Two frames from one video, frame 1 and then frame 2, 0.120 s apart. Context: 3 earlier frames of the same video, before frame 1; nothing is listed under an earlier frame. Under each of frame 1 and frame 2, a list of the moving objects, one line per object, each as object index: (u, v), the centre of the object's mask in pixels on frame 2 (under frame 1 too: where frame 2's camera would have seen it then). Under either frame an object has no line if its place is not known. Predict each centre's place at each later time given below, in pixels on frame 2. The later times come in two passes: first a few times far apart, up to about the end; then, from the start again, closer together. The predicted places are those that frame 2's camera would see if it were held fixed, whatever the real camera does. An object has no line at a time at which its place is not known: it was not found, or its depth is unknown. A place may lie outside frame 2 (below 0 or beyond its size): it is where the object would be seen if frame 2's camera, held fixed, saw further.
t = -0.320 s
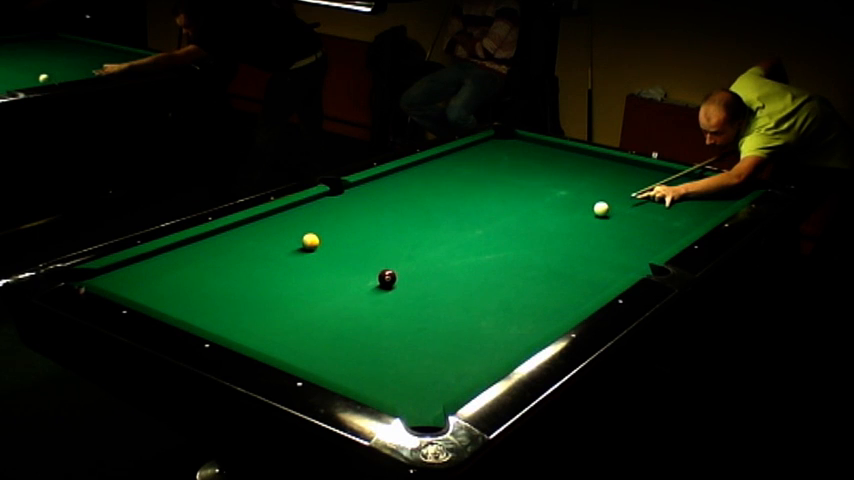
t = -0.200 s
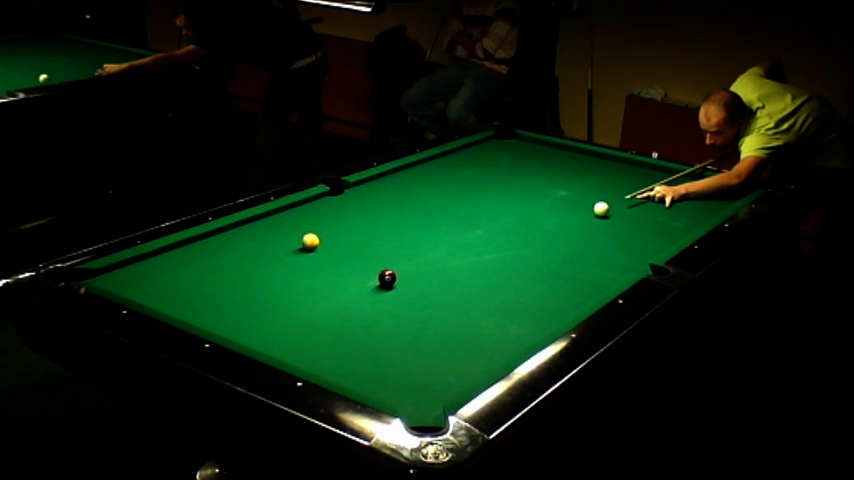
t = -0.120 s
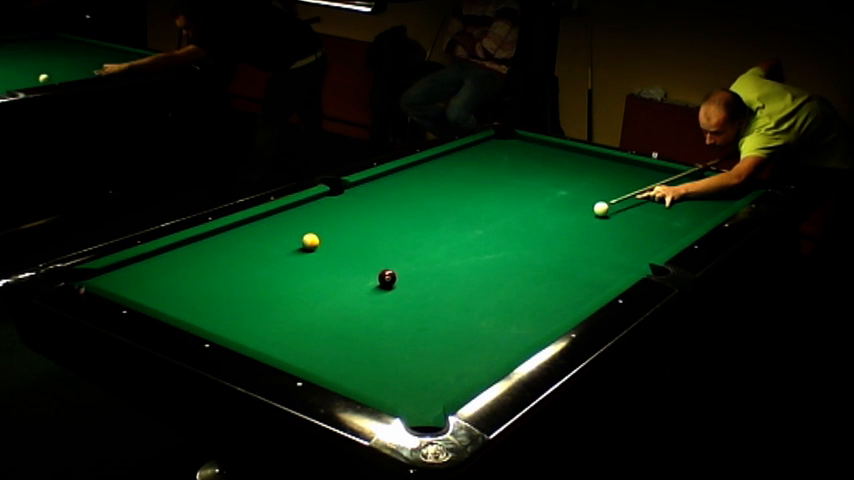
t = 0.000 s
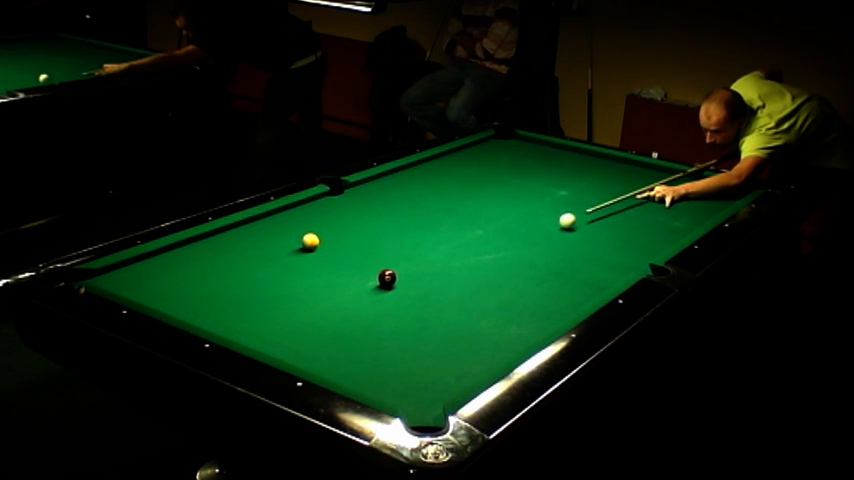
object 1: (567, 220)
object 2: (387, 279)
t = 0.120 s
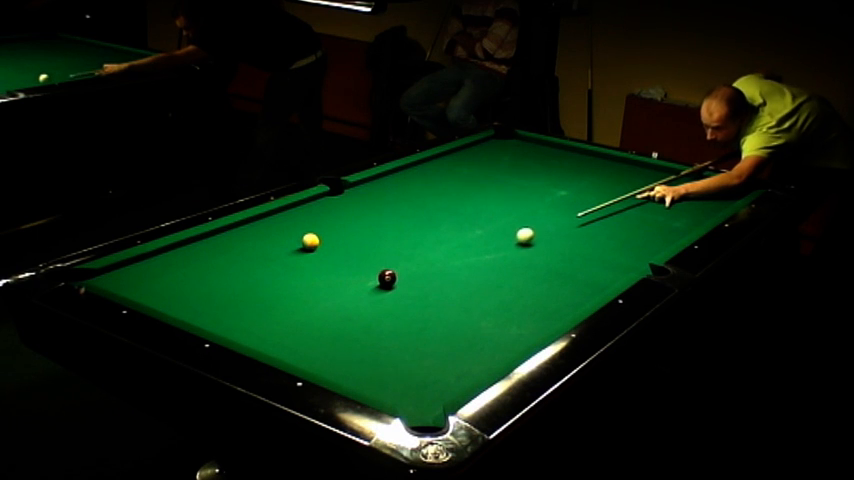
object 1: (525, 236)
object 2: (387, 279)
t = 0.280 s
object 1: (461, 258)
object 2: (386, 279)
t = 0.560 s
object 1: (391, 308)
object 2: (332, 276)
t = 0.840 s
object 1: (342, 373)
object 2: (248, 273)
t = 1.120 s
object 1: (412, 361)
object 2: (166, 270)
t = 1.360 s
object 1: (472, 345)
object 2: (119, 272)
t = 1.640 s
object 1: (535, 328)
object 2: (123, 287)
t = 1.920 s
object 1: (557, 308)
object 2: (148, 296)
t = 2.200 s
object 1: (570, 290)
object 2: (181, 301)
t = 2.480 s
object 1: (581, 273)
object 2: (212, 304)
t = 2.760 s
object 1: (590, 259)
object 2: (241, 307)
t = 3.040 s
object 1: (598, 246)
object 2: (268, 310)
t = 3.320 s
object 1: (605, 234)
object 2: (293, 313)
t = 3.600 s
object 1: (612, 225)
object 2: (316, 316)
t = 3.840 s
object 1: (617, 217)
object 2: (333, 318)
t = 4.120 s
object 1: (622, 209)
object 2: (352, 320)
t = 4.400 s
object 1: (626, 202)
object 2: (368, 322)
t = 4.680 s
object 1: (631, 196)
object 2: (381, 323)
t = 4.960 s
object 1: (635, 191)
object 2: (393, 324)
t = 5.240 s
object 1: (638, 187)
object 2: (402, 325)
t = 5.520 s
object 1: (641, 183)
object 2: (409, 325)
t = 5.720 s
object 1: (643, 180)
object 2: (413, 325)
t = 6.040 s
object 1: (646, 177)
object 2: (416, 325)
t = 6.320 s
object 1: (648, 174)
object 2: (417, 325)
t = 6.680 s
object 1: (650, 171)
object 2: (418, 324)
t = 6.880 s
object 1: (651, 170)
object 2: (418, 324)
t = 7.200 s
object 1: (653, 169)
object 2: (418, 325)
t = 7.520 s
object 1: (653, 168)
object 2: (418, 324)
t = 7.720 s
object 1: (653, 168)
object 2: (417, 325)
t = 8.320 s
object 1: (653, 168)
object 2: (418, 325)
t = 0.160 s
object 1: (510, 241)
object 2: (386, 279)
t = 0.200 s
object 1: (494, 246)
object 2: (387, 279)
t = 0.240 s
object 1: (478, 252)
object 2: (386, 279)
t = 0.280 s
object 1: (461, 258)
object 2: (386, 279)
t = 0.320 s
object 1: (444, 264)
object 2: (387, 279)
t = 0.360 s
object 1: (426, 271)
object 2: (386, 279)
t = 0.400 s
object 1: (409, 277)
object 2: (387, 279)
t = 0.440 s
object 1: (404, 284)
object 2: (373, 278)
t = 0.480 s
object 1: (401, 292)
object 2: (357, 278)
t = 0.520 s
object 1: (396, 300)
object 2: (344, 277)
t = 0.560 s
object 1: (391, 308)
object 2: (332, 276)
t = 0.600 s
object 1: (384, 316)
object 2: (320, 276)
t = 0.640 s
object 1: (378, 324)
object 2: (308, 275)
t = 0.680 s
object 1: (371, 334)
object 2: (296, 275)
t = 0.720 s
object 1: (364, 344)
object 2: (284, 275)
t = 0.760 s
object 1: (357, 353)
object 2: (272, 274)
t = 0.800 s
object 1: (349, 364)
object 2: (260, 273)
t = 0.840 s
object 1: (342, 373)
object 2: (248, 273)
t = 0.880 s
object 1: (344, 376)
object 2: (237, 272)
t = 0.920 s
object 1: (357, 374)
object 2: (225, 272)
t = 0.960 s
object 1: (368, 372)
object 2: (213, 271)
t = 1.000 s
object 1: (379, 369)
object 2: (202, 271)
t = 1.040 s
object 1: (391, 366)
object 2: (190, 270)
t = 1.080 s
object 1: (402, 363)
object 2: (178, 270)
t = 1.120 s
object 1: (412, 361)
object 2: (166, 270)
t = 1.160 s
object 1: (423, 358)
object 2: (155, 269)
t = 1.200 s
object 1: (433, 355)
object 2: (143, 269)
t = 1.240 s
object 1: (443, 353)
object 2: (132, 268)
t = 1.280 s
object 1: (453, 350)
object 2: (119, 269)
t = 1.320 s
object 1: (463, 347)
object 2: (118, 271)
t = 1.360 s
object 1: (472, 345)
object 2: (119, 272)
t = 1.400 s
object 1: (482, 343)
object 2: (119, 274)
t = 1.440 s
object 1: (491, 340)
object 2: (120, 277)
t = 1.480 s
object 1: (501, 338)
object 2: (120, 279)
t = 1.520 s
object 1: (509, 335)
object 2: (121, 282)
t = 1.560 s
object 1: (518, 333)
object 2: (121, 284)
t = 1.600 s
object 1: (527, 330)
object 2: (122, 286)
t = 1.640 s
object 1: (535, 328)
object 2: (123, 287)
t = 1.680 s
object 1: (543, 325)
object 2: (124, 289)
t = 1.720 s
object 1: (547, 322)
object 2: (124, 291)
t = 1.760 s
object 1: (549, 319)
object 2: (129, 292)
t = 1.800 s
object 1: (551, 316)
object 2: (134, 293)
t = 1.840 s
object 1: (553, 313)
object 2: (139, 295)
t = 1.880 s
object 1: (555, 311)
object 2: (144, 295)
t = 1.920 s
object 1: (557, 308)
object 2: (148, 296)
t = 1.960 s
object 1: (559, 305)
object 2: (153, 298)
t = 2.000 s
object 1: (561, 302)
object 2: (158, 299)
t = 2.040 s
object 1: (563, 300)
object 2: (162, 299)
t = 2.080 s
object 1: (565, 297)
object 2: (167, 300)
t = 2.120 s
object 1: (567, 295)
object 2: (172, 300)
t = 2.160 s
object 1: (569, 292)
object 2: (176, 301)
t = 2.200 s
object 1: (570, 290)
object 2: (181, 301)
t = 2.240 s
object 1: (572, 287)
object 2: (186, 301)
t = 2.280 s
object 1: (573, 284)
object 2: (190, 302)
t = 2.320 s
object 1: (575, 282)
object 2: (195, 303)
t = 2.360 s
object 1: (576, 280)
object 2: (199, 303)
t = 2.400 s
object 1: (578, 277)
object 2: (204, 303)
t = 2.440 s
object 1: (579, 275)
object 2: (208, 304)
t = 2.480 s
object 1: (581, 273)
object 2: (212, 304)
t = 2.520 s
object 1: (582, 271)
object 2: (217, 304)
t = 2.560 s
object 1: (583, 269)
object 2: (221, 305)
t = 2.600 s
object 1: (585, 267)
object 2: (225, 306)
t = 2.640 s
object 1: (586, 265)
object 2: (229, 306)
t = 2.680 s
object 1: (587, 263)
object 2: (233, 307)
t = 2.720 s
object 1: (589, 261)
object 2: (237, 307)
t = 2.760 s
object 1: (590, 259)
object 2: (241, 307)
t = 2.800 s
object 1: (591, 257)
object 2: (245, 308)
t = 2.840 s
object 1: (593, 255)
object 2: (249, 308)
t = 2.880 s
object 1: (594, 253)
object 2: (253, 309)
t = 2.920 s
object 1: (595, 251)
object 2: (257, 309)
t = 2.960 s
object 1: (596, 250)
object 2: (261, 309)
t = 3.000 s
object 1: (597, 248)
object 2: (264, 310)
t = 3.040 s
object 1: (598, 246)
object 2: (268, 310)
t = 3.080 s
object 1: (599, 244)
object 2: (272, 311)
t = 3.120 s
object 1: (600, 243)
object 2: (276, 311)
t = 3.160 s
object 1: (602, 241)
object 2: (279, 312)
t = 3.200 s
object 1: (602, 239)
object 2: (283, 312)
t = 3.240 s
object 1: (603, 238)
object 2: (286, 312)
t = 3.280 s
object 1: (604, 236)
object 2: (289, 313)
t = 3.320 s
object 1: (605, 234)
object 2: (293, 313)
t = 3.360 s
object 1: (606, 233)
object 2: (296, 314)
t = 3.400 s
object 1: (607, 232)
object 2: (300, 314)
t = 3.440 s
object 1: (608, 230)
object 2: (303, 314)
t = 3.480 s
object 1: (609, 229)
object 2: (306, 315)
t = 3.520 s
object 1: (610, 228)
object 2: (309, 315)
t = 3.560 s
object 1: (611, 226)
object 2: (313, 316)
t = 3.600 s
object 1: (612, 225)
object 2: (316, 316)
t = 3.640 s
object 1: (613, 224)
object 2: (319, 316)
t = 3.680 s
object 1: (614, 222)
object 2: (322, 316)
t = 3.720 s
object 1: (615, 221)
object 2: (325, 317)
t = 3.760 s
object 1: (615, 220)
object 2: (328, 317)
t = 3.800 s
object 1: (616, 219)
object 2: (330, 318)
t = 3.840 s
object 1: (617, 217)
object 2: (333, 318)
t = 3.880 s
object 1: (618, 216)
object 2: (336, 318)
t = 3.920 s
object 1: (618, 215)
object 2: (339, 318)
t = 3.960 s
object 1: (619, 214)
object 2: (341, 319)
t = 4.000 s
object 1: (620, 213)
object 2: (344, 319)
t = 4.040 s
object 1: (621, 212)
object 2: (346, 320)
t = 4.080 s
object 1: (621, 211)
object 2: (349, 320)
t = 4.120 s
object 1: (622, 209)
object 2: (352, 320)
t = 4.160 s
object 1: (623, 209)
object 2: (354, 320)
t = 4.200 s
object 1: (623, 208)
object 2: (357, 321)
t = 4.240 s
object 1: (624, 207)
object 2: (359, 321)
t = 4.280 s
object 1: (624, 206)
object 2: (361, 321)
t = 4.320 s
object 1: (625, 205)
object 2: (363, 322)
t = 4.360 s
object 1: (626, 203)
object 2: (366, 322)
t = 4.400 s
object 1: (626, 202)
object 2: (368, 322)
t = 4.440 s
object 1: (627, 201)
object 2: (370, 322)
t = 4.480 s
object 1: (628, 201)
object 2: (372, 322)
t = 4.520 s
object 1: (628, 200)
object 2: (374, 323)
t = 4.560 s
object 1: (629, 199)
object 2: (376, 323)
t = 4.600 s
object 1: (629, 198)
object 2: (378, 323)
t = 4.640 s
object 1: (630, 197)
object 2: (380, 323)
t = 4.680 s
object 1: (631, 196)
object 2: (381, 323)
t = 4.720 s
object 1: (631, 196)
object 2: (383, 324)
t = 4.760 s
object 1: (632, 195)
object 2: (385, 324)
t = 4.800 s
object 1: (632, 194)
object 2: (387, 324)
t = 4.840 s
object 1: (633, 193)
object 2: (388, 324)
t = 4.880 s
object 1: (633, 193)
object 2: (390, 324)
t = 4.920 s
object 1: (634, 192)
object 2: (391, 324)
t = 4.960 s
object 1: (635, 191)
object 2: (393, 324)
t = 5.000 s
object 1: (635, 190)
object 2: (394, 324)
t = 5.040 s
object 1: (636, 190)
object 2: (396, 324)
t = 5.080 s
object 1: (636, 189)
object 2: (397, 325)
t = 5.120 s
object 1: (636, 188)
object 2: (399, 325)
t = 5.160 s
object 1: (637, 188)
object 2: (400, 325)
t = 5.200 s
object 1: (637, 187)
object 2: (401, 325)
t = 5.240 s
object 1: (638, 187)
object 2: (402, 325)
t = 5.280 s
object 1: (638, 186)
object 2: (403, 325)
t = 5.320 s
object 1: (639, 186)
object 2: (404, 325)
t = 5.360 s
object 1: (639, 185)
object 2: (406, 325)
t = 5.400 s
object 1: (640, 184)
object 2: (406, 325)
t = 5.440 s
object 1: (640, 184)
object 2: (407, 325)
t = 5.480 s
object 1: (640, 183)
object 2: (408, 325)
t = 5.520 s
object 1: (641, 183)
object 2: (409, 325)
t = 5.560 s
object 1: (641, 182)
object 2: (410, 325)
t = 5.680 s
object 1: (642, 181)
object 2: (412, 325)
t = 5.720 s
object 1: (643, 180)
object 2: (413, 325)
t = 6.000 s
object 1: (645, 177)
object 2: (416, 325)
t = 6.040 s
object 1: (646, 177)
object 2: (416, 325)
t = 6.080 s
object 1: (646, 176)
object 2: (416, 325)
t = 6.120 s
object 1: (646, 176)
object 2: (417, 325)
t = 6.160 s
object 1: (647, 175)
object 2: (417, 325)
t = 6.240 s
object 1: (647, 175)
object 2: (417, 325)
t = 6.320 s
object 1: (648, 174)
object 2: (417, 325)
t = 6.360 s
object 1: (648, 174)
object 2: (417, 325)
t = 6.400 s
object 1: (648, 174)
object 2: (417, 325)
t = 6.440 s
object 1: (649, 173)
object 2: (417, 325)
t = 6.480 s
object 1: (649, 173)
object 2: (417, 325)
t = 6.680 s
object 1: (650, 171)
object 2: (418, 324)
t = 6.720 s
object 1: (650, 171)
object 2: (418, 324)
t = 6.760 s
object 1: (650, 171)
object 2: (418, 324)
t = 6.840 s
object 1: (651, 170)
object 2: (418, 324)
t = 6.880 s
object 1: (651, 170)
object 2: (418, 324)
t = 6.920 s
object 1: (651, 170)
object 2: (418, 325)
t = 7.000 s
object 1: (651, 169)
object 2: (418, 325)
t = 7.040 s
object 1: (652, 169)
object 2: (418, 324)
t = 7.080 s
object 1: (652, 169)
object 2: (418, 324)
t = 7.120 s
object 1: (652, 169)
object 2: (418, 324)
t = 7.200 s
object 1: (653, 169)
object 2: (418, 325)
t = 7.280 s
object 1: (653, 169)
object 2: (418, 325)
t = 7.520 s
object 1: (653, 168)
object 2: (418, 324)
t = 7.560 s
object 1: (653, 168)
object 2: (418, 325)
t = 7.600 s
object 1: (653, 168)
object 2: (418, 325)
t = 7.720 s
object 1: (653, 168)
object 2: (417, 325)
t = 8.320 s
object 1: (653, 168)
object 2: (418, 325)
